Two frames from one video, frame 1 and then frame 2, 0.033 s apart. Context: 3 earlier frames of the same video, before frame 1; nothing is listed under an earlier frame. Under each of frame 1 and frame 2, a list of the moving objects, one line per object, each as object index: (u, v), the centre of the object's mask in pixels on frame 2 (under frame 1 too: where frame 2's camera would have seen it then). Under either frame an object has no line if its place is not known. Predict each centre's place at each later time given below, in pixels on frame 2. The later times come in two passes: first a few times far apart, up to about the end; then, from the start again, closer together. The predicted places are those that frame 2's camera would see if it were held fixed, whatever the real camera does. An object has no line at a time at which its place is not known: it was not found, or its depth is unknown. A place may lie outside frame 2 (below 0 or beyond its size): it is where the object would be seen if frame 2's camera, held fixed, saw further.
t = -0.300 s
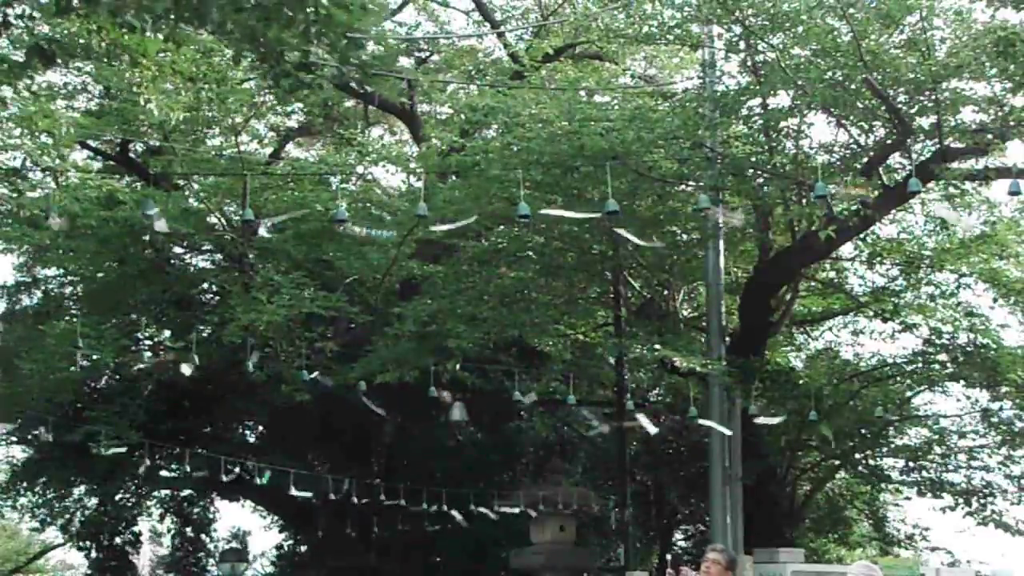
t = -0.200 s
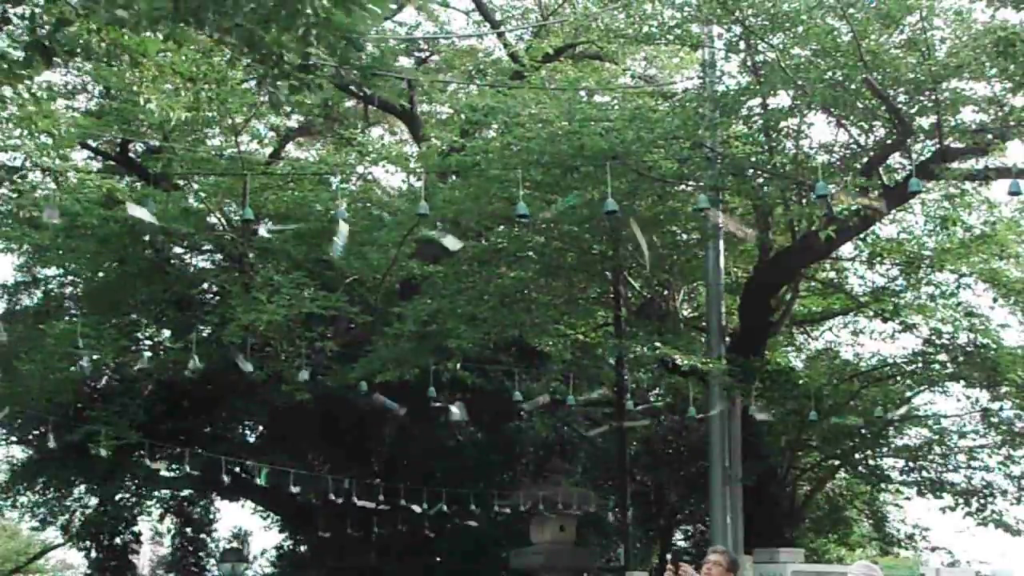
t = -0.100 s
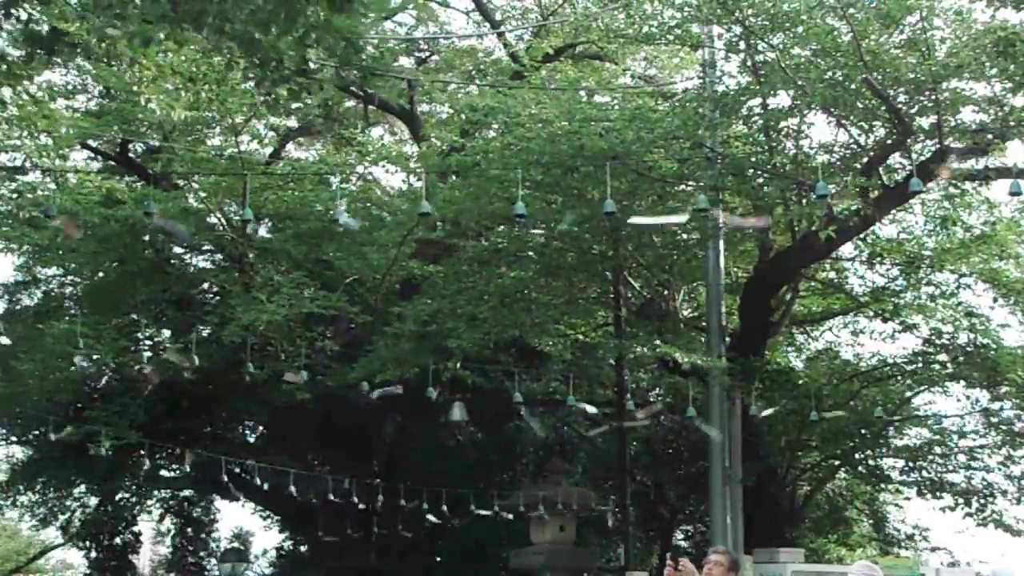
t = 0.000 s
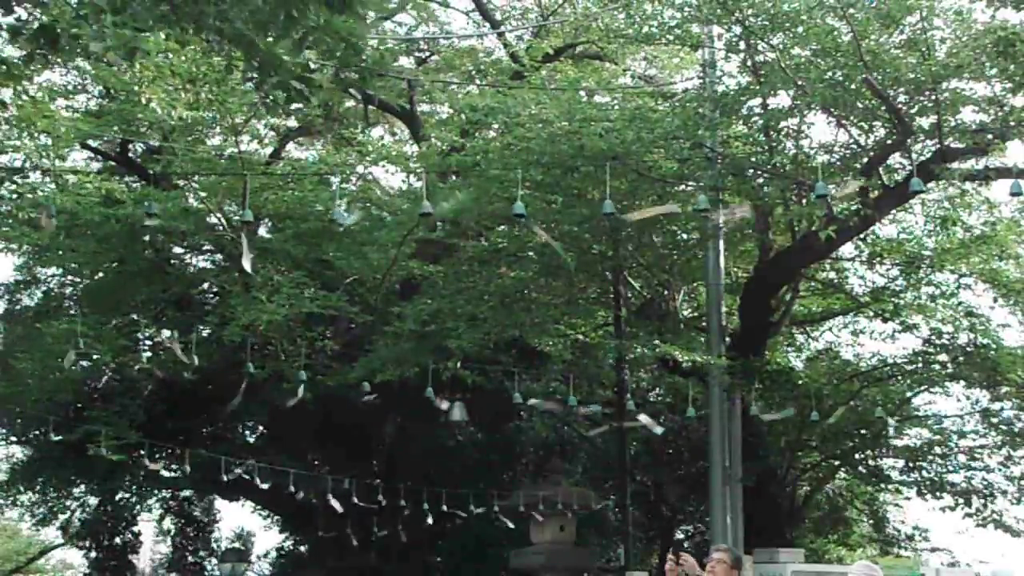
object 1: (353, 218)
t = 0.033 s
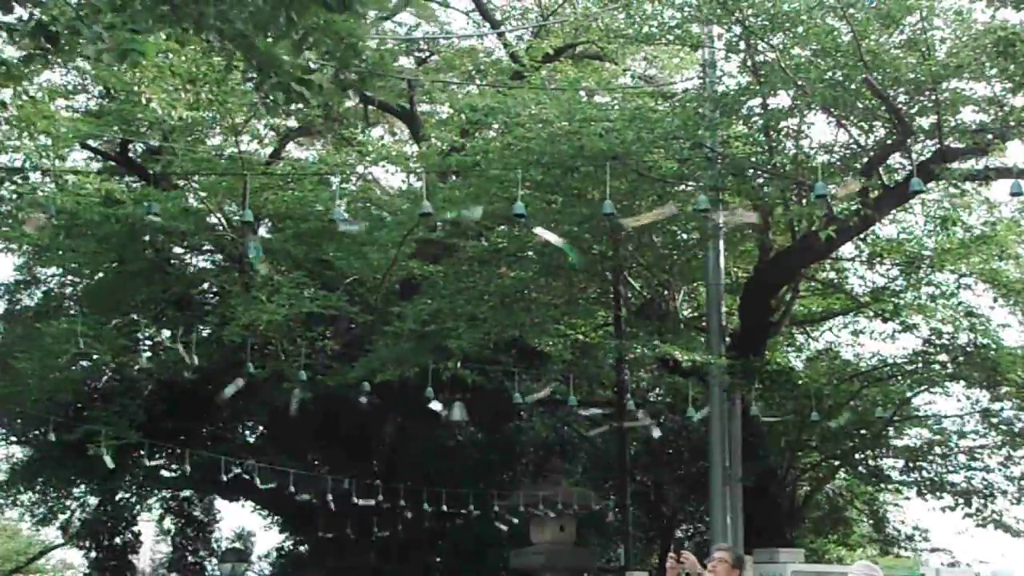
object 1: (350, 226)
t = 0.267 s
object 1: (349, 218)
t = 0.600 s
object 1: (361, 232)
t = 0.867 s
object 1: (343, 232)
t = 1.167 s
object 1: (353, 222)
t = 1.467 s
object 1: (360, 239)
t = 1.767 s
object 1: (355, 231)
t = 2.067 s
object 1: (346, 241)
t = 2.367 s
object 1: (348, 247)
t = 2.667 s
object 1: (344, 243)
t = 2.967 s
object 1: (347, 232)
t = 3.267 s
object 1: (354, 240)
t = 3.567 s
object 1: (336, 235)
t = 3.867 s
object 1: (351, 254)
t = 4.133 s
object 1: (352, 243)
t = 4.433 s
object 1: (363, 246)
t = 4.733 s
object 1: (356, 229)
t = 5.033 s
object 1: (343, 230)
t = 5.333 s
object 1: (358, 249)
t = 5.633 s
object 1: (374, 223)
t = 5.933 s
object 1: (360, 221)
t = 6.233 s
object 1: (352, 241)
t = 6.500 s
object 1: (349, 230)
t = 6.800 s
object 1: (344, 227)
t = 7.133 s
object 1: (365, 234)
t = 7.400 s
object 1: (350, 231)
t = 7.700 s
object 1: (354, 236)
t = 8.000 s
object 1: (362, 235)
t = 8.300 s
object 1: (338, 216)
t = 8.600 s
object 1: (338, 218)
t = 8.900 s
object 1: (367, 225)
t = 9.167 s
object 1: (358, 231)
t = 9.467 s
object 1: (354, 238)
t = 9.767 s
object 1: (346, 223)
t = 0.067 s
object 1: (348, 238)
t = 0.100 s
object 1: (350, 246)
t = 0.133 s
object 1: (356, 241)
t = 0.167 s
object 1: (354, 232)
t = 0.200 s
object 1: (359, 230)
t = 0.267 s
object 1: (349, 218)
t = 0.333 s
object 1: (330, 231)
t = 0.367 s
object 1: (344, 240)
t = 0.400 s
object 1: (359, 227)
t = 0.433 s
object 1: (359, 221)
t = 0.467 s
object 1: (356, 220)
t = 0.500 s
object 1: (352, 225)
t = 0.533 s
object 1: (354, 223)
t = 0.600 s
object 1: (361, 232)
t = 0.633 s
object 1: (365, 243)
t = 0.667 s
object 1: (352, 247)
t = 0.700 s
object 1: (344, 233)
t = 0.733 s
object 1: (343, 226)
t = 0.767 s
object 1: (346, 219)
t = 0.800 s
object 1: (351, 222)
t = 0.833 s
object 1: (348, 229)
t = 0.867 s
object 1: (343, 232)
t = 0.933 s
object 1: (347, 240)
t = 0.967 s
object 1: (345, 237)
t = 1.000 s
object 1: (348, 240)
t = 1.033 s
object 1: (351, 239)
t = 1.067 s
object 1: (352, 236)
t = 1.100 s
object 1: (353, 230)
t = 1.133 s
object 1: (354, 224)
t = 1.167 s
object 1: (353, 222)
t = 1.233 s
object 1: (350, 222)
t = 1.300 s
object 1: (330, 222)
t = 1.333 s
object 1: (334, 220)
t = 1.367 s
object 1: (342, 217)
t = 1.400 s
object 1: (351, 223)
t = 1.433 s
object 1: (354, 229)
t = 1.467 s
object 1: (360, 239)
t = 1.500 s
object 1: (367, 244)
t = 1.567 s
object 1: (372, 227)
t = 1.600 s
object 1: (370, 217)
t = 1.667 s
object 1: (350, 220)
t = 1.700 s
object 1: (354, 229)
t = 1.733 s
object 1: (354, 229)
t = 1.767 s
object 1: (355, 231)
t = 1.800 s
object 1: (359, 233)
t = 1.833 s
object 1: (352, 230)
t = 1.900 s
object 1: (346, 231)
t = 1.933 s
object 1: (349, 234)
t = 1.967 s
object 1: (348, 232)
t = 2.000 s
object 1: (350, 236)
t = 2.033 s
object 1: (348, 240)
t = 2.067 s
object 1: (346, 241)
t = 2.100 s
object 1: (347, 232)
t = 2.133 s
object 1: (348, 227)
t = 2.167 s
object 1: (349, 225)
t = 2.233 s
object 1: (357, 223)
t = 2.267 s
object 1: (359, 224)
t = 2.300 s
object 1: (357, 231)
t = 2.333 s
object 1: (355, 238)
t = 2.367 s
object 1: (348, 247)
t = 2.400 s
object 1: (350, 252)
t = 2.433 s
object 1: (359, 249)
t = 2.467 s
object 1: (366, 240)
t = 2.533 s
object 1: (369, 223)
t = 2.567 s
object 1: (367, 217)
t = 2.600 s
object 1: (353, 224)
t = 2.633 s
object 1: (349, 233)
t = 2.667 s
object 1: (344, 243)
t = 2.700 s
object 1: (335, 247)
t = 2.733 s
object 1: (333, 237)
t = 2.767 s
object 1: (329, 230)
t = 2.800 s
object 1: (334, 217)
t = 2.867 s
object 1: (354, 224)
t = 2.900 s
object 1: (355, 230)
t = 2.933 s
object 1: (351, 233)
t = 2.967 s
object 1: (347, 232)
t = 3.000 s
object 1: (342, 229)
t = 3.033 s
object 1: (338, 229)
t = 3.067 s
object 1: (335, 232)
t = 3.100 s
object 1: (329, 235)
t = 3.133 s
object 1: (328, 235)
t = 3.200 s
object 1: (338, 233)
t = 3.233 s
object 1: (347, 241)
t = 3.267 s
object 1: (354, 240)
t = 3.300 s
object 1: (361, 237)
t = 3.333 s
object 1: (372, 233)
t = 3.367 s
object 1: (366, 226)
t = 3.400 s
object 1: (363, 223)
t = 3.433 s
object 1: (359, 223)
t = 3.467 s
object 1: (354, 224)
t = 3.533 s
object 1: (344, 231)
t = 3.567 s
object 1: (336, 235)
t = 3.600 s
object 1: (330, 233)
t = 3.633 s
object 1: (325, 230)
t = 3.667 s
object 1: (325, 229)
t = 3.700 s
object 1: (333, 232)
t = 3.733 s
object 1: (335, 234)
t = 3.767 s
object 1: (335, 235)
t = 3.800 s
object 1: (337, 240)
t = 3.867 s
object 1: (351, 254)
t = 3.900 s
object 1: (360, 249)
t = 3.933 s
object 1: (367, 244)
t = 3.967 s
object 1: (372, 237)
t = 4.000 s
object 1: (374, 236)
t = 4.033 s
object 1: (371, 236)
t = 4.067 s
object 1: (362, 238)
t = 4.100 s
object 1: (355, 240)
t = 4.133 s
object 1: (352, 243)
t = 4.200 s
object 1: (340, 239)
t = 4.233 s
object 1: (337, 233)
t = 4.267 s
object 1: (333, 225)
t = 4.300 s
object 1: (348, 225)
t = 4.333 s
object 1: (356, 219)
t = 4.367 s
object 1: (358, 228)
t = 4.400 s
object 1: (364, 234)
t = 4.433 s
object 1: (363, 246)
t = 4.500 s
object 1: (345, 236)
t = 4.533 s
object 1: (343, 234)
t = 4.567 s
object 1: (341, 235)
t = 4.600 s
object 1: (341, 253)
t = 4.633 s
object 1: (353, 250)
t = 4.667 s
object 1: (364, 245)
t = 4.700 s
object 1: (365, 234)
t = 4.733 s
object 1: (356, 229)
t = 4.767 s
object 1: (360, 226)
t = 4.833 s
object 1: (367, 230)
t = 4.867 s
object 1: (364, 226)
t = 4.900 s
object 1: (360, 225)
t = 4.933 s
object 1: (357, 225)
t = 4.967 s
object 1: (350, 227)
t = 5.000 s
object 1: (347, 229)
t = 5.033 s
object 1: (343, 230)
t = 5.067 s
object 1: (340, 230)
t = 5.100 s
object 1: (346, 226)
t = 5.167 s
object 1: (348, 230)
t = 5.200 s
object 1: (350, 233)
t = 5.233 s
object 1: (351, 236)
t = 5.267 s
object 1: (350, 240)
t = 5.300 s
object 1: (346, 237)
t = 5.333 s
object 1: (358, 249)
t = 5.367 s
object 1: (365, 241)
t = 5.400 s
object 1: (372, 233)
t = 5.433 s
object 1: (370, 222)
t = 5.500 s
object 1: (349, 220)
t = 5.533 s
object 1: (345, 229)
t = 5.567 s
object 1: (356, 246)
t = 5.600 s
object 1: (372, 241)
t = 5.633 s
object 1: (374, 223)
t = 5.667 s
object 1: (366, 209)
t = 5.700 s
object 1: (352, 208)
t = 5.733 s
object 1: (341, 214)
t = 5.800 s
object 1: (340, 213)
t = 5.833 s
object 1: (342, 214)
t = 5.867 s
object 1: (345, 211)
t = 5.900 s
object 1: (354, 214)
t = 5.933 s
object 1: (360, 221)
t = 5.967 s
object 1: (357, 231)
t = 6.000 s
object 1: (352, 240)
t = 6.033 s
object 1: (339, 234)
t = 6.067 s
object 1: (331, 227)
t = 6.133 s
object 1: (336, 230)
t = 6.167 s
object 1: (339, 241)
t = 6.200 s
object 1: (344, 244)
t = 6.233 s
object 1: (352, 241)
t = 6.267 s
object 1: (360, 237)
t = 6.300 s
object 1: (366, 231)
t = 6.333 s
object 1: (367, 224)
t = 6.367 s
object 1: (364, 220)
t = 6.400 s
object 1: (358, 223)
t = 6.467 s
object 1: (357, 229)
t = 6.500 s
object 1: (349, 230)
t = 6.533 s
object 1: (351, 231)
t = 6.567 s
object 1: (349, 232)
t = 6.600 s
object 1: (345, 230)
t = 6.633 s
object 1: (345, 224)
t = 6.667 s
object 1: (345, 223)
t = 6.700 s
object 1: (341, 218)
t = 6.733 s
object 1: (340, 227)
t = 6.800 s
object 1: (344, 227)
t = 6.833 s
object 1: (348, 231)
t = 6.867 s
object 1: (360, 235)
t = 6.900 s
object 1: (365, 235)
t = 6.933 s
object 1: (367, 230)
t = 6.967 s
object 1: (372, 226)
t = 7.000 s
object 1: (375, 222)
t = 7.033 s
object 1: (372, 222)
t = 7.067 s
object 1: (369, 224)
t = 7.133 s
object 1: (365, 234)
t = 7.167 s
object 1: (360, 239)
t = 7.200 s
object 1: (365, 244)
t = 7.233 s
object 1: (364, 244)
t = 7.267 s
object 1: (362, 245)
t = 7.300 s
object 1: (358, 243)
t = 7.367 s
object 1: (351, 233)
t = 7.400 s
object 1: (350, 231)
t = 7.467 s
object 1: (350, 234)
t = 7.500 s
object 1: (353, 239)
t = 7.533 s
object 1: (350, 243)
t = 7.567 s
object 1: (346, 249)
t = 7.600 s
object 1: (342, 233)
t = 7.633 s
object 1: (344, 238)
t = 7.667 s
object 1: (349, 237)
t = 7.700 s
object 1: (354, 236)
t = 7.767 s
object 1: (368, 246)
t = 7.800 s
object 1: (373, 247)
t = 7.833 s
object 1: (376, 235)
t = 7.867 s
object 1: (378, 226)
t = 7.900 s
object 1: (372, 219)
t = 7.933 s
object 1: (359, 224)
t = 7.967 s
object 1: (358, 238)
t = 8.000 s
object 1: (362, 235)
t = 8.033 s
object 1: (365, 234)
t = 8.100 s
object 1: (362, 231)
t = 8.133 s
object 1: (362, 232)
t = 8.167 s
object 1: (365, 238)
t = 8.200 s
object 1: (362, 248)
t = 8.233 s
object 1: (346, 235)
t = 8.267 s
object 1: (339, 227)
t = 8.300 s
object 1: (338, 216)
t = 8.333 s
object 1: (337, 213)
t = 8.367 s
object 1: (337, 216)
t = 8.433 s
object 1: (336, 216)
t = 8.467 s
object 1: (339, 218)
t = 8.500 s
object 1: (339, 217)
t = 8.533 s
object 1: (338, 216)
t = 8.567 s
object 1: (338, 216)
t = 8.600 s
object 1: (338, 218)
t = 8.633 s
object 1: (341, 234)
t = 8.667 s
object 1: (351, 235)
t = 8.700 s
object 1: (361, 233)
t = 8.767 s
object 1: (362, 224)
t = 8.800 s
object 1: (370, 220)
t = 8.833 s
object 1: (367, 221)
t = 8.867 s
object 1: (367, 222)
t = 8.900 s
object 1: (367, 225)
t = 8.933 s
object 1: (356, 233)
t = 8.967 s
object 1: (349, 237)
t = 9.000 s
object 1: (354, 243)
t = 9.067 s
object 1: (353, 244)
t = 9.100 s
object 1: (355, 241)
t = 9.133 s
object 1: (357, 237)
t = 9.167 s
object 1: (358, 231)
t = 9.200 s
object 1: (357, 224)
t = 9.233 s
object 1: (356, 221)
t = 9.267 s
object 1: (347, 222)
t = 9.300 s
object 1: (350, 222)
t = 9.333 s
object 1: (352, 225)
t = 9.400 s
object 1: (344, 229)
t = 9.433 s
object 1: (344, 231)
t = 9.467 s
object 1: (354, 238)
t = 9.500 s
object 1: (363, 238)
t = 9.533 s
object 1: (367, 231)
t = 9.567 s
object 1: (366, 225)
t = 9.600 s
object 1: (363, 220)
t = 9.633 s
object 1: (356, 219)
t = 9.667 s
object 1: (350, 220)
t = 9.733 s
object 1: (346, 222)
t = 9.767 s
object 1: (346, 223)
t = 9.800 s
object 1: (347, 223)
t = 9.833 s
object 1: (349, 227)
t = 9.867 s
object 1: (349, 230)
